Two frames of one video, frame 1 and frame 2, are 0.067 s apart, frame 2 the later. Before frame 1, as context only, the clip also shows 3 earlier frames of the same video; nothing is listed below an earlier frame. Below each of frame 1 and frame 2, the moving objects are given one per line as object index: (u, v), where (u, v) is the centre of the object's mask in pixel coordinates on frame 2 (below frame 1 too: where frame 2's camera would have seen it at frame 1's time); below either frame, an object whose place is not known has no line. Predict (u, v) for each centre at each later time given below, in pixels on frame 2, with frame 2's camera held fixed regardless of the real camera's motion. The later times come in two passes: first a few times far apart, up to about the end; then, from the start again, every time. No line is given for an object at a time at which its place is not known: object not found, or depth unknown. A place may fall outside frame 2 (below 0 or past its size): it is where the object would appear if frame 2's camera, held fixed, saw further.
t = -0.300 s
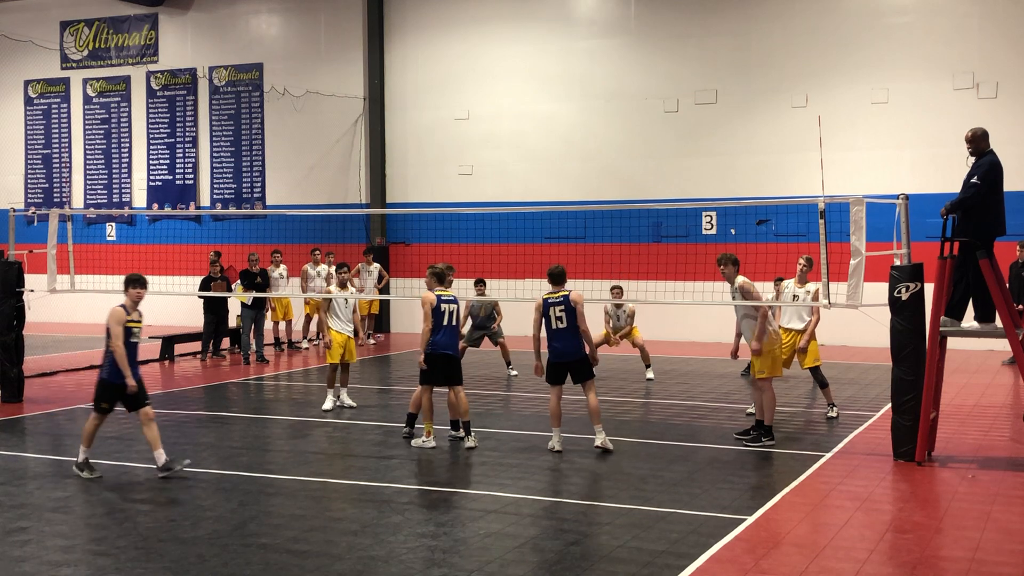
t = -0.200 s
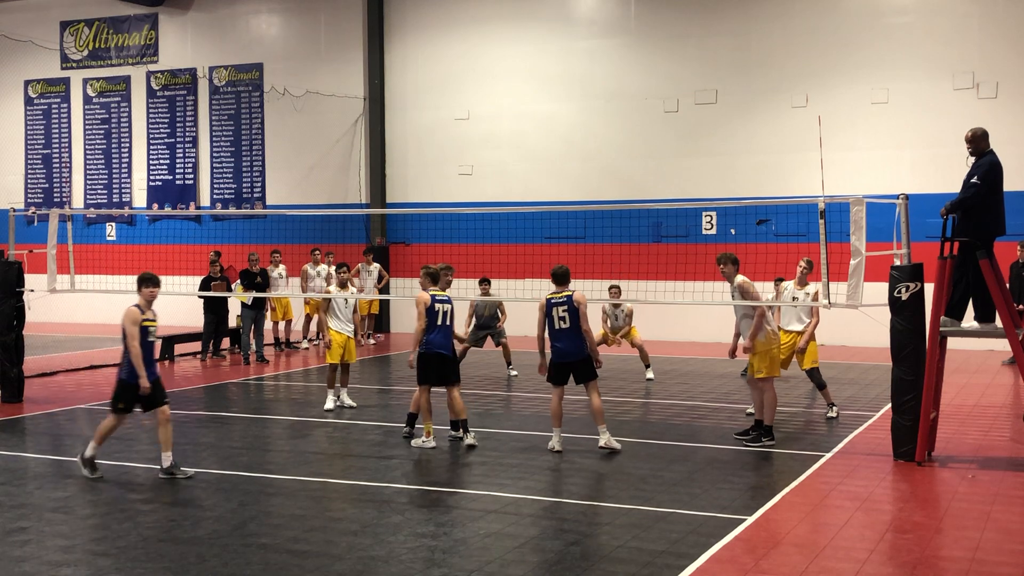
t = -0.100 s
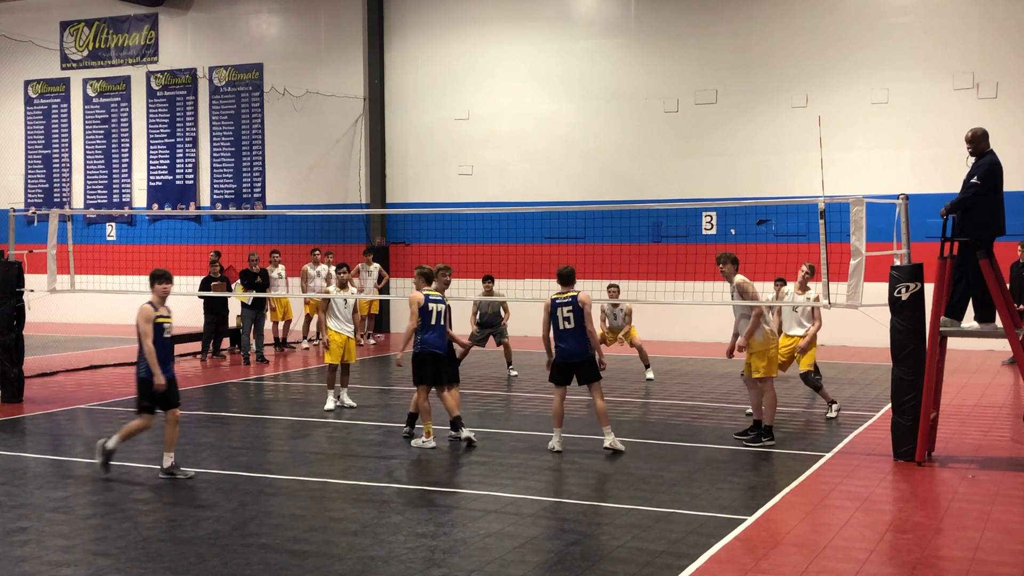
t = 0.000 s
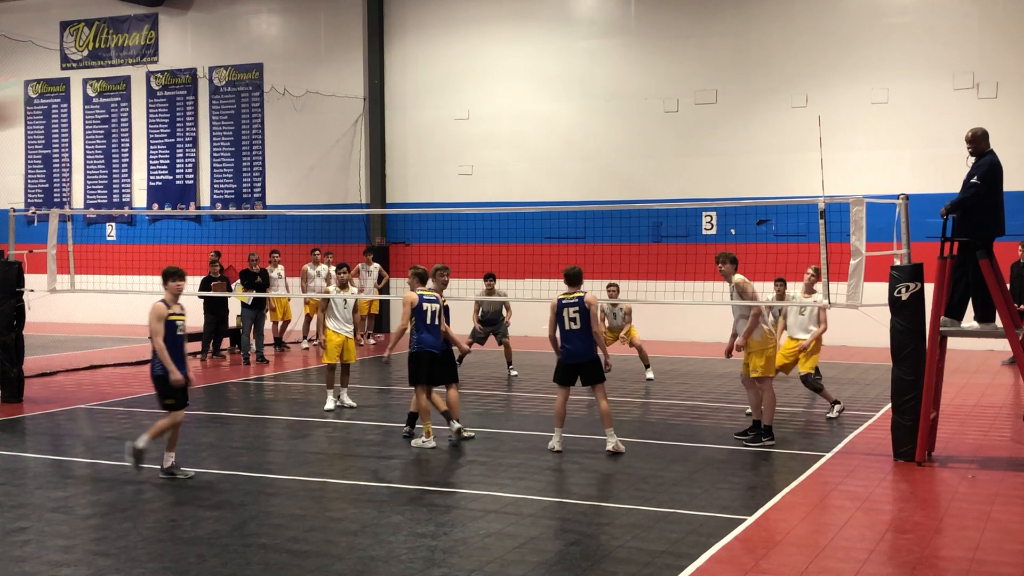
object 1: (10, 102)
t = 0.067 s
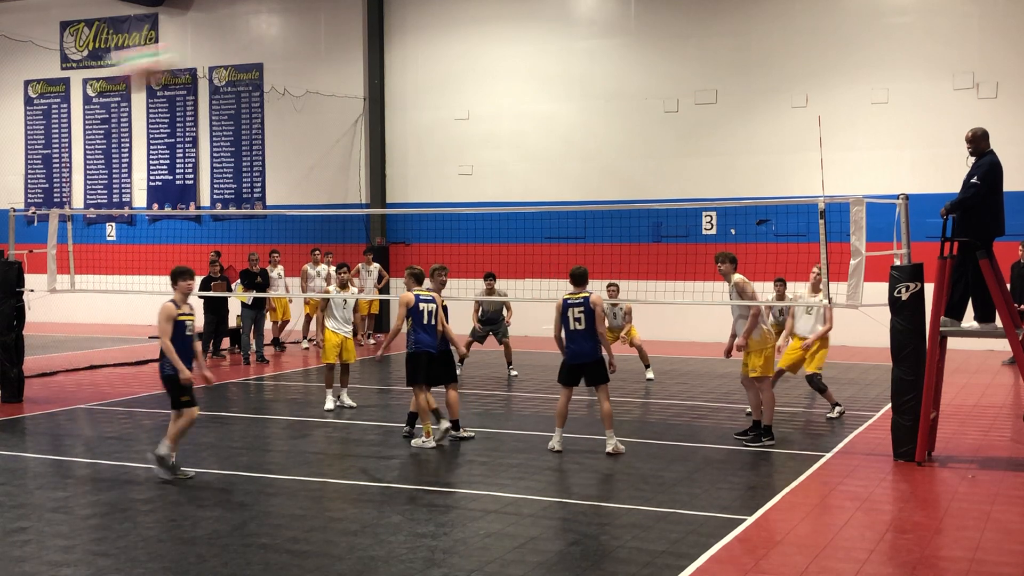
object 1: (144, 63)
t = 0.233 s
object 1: (388, 39)
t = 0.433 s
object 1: (547, 70)
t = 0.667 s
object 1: (646, 142)
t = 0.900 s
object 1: (705, 230)
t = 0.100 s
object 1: (206, 53)
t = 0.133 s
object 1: (261, 46)
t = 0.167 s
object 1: (308, 44)
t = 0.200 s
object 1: (349, 41)
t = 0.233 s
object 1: (388, 39)
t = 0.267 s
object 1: (420, 42)
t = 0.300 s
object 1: (452, 45)
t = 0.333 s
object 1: (481, 49)
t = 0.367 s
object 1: (504, 55)
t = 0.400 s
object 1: (527, 62)
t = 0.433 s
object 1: (547, 70)
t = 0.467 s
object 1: (565, 78)
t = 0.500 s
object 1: (582, 87)
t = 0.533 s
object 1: (596, 97)
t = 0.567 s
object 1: (610, 108)
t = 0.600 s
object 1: (623, 119)
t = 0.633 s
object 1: (635, 130)
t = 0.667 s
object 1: (646, 142)
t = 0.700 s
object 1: (656, 154)
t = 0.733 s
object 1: (665, 166)
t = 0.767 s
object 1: (674, 178)
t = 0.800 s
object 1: (682, 190)
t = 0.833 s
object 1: (691, 204)
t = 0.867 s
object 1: (698, 216)
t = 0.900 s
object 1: (705, 230)
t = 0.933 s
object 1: (712, 244)
